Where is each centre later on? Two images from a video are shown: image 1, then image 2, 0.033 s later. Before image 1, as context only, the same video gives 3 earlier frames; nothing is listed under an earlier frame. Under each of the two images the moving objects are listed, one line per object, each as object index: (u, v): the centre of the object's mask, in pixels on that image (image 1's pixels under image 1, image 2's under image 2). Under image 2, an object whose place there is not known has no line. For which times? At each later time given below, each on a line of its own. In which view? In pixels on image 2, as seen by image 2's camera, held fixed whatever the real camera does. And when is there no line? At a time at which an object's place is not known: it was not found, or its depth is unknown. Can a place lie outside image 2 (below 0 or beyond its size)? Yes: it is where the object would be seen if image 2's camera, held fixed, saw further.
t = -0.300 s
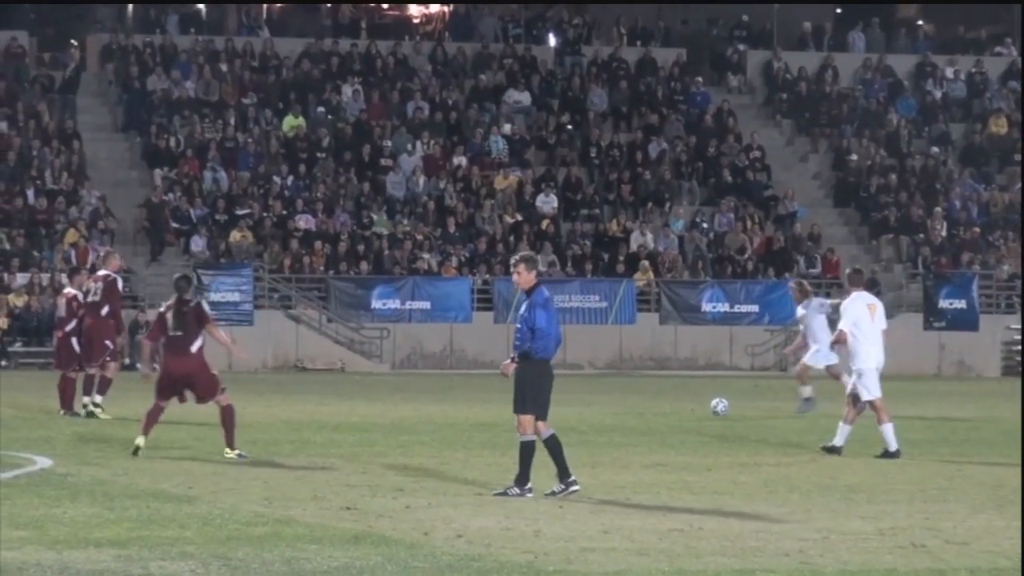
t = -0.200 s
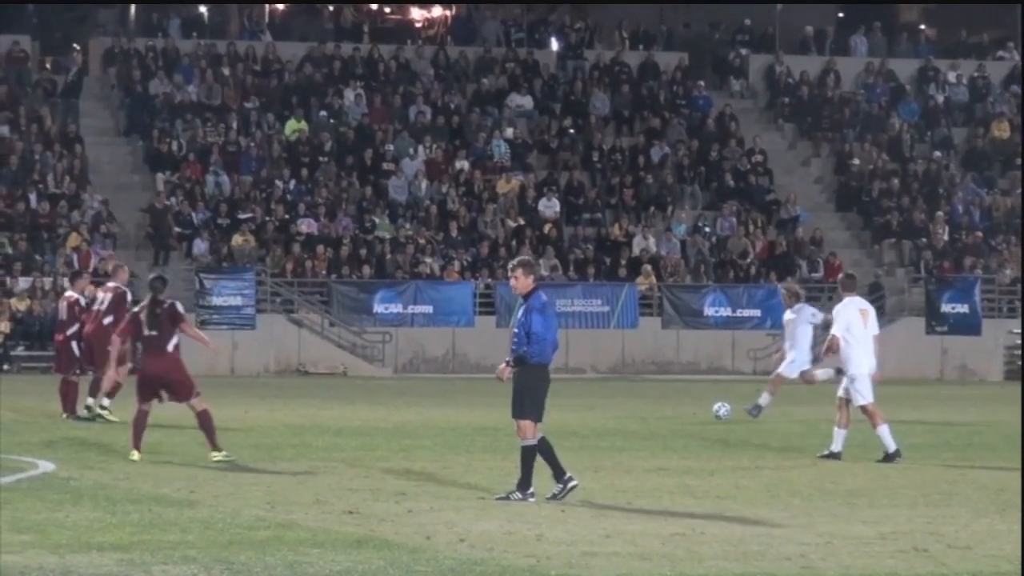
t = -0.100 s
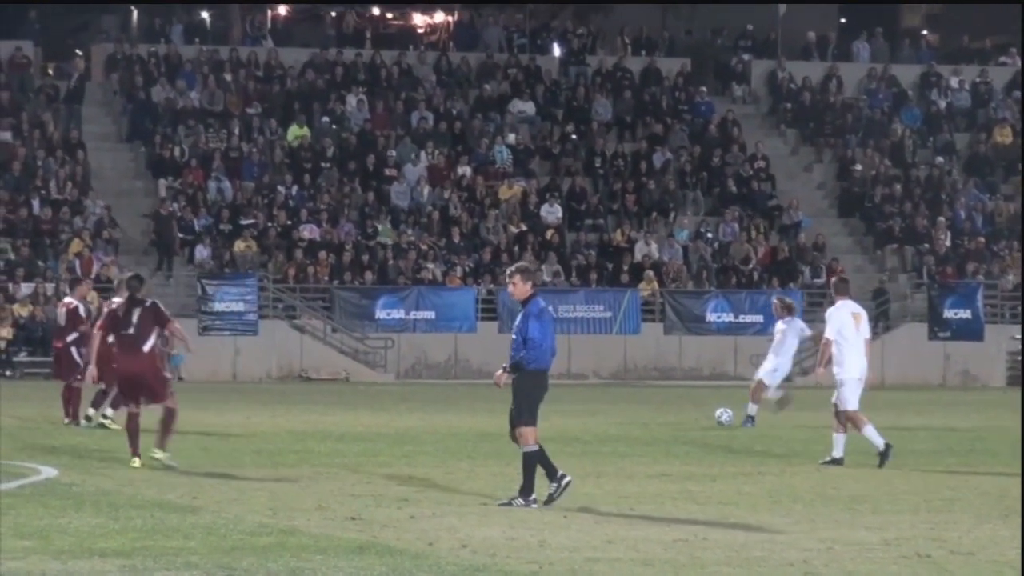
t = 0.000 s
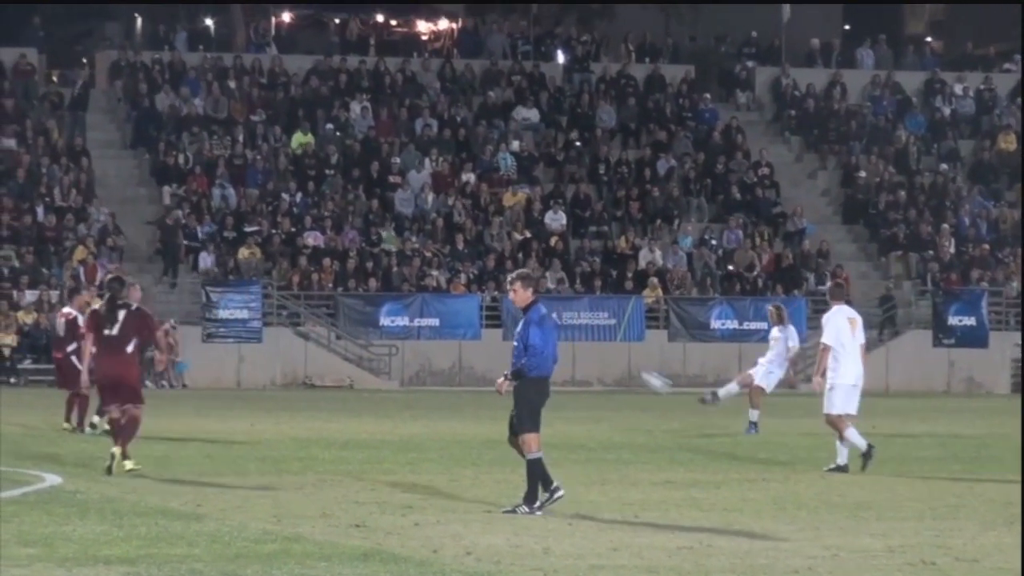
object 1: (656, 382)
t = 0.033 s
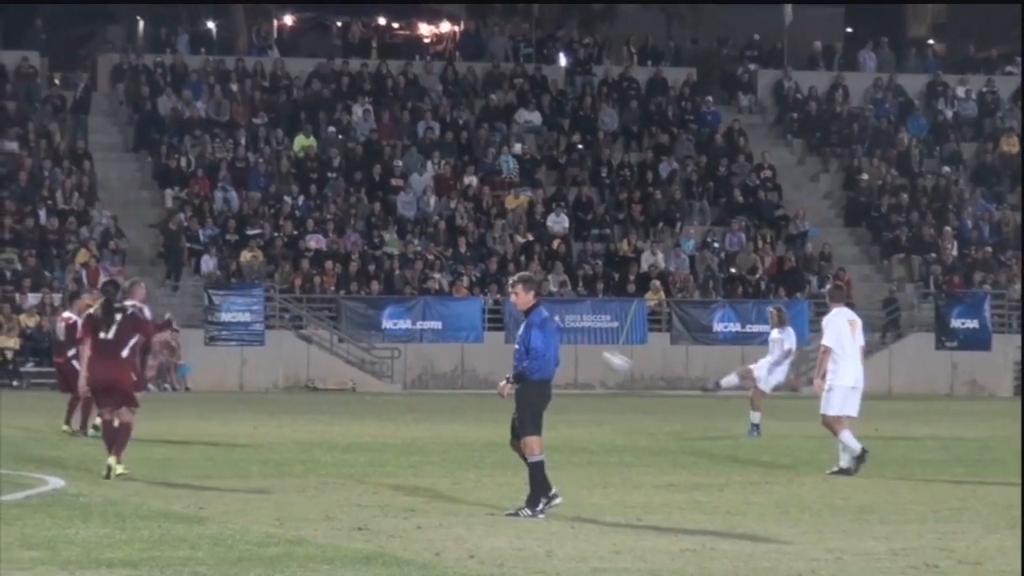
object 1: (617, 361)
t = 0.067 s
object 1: (576, 338)
